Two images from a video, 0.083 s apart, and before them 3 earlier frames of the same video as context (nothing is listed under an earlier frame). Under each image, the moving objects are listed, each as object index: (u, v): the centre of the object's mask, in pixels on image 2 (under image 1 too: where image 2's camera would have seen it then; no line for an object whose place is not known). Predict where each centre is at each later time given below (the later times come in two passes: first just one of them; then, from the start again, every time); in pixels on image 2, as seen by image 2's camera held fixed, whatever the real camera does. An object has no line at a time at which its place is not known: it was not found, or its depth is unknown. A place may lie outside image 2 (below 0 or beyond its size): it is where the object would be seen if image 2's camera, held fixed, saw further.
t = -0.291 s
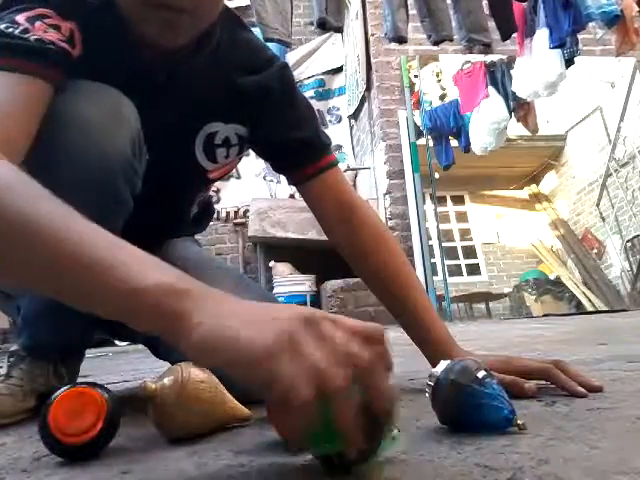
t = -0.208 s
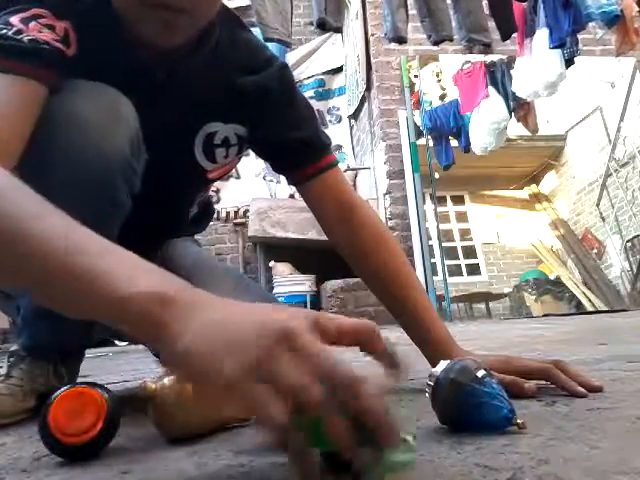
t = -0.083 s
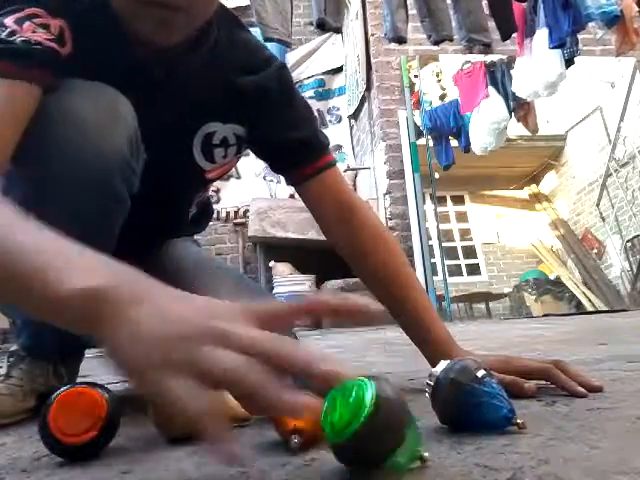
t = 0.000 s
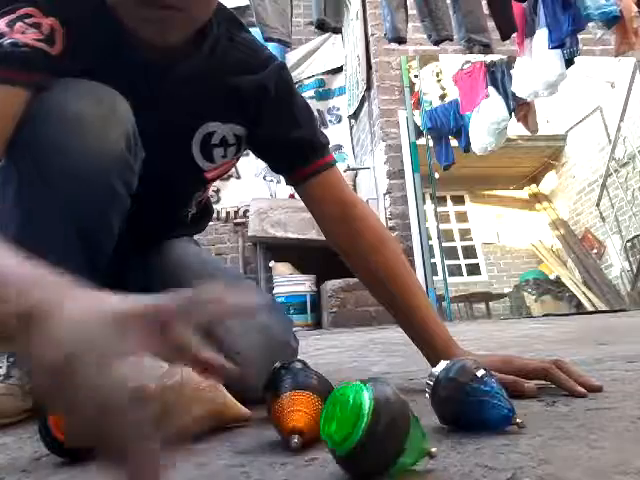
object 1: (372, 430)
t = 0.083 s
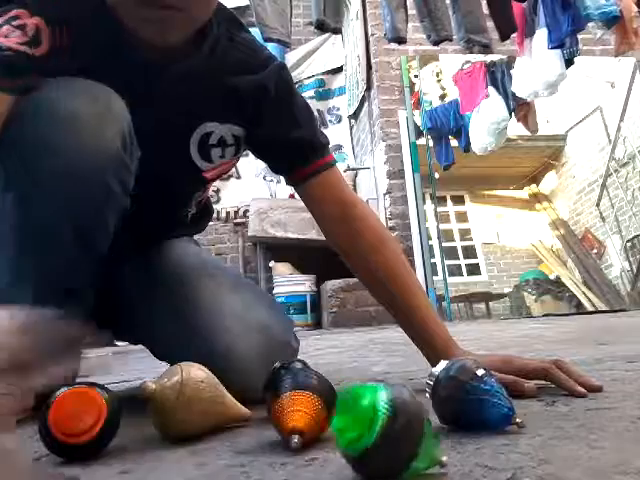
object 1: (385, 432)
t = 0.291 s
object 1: (418, 437)
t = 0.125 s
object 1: (389, 432)
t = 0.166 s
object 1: (394, 434)
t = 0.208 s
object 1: (401, 434)
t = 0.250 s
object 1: (409, 436)
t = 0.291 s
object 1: (418, 437)
